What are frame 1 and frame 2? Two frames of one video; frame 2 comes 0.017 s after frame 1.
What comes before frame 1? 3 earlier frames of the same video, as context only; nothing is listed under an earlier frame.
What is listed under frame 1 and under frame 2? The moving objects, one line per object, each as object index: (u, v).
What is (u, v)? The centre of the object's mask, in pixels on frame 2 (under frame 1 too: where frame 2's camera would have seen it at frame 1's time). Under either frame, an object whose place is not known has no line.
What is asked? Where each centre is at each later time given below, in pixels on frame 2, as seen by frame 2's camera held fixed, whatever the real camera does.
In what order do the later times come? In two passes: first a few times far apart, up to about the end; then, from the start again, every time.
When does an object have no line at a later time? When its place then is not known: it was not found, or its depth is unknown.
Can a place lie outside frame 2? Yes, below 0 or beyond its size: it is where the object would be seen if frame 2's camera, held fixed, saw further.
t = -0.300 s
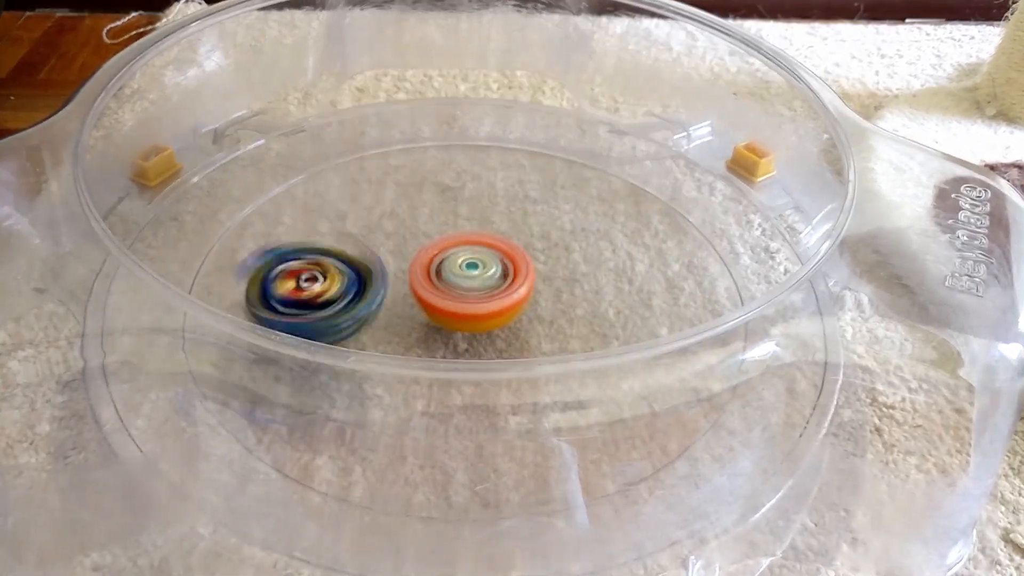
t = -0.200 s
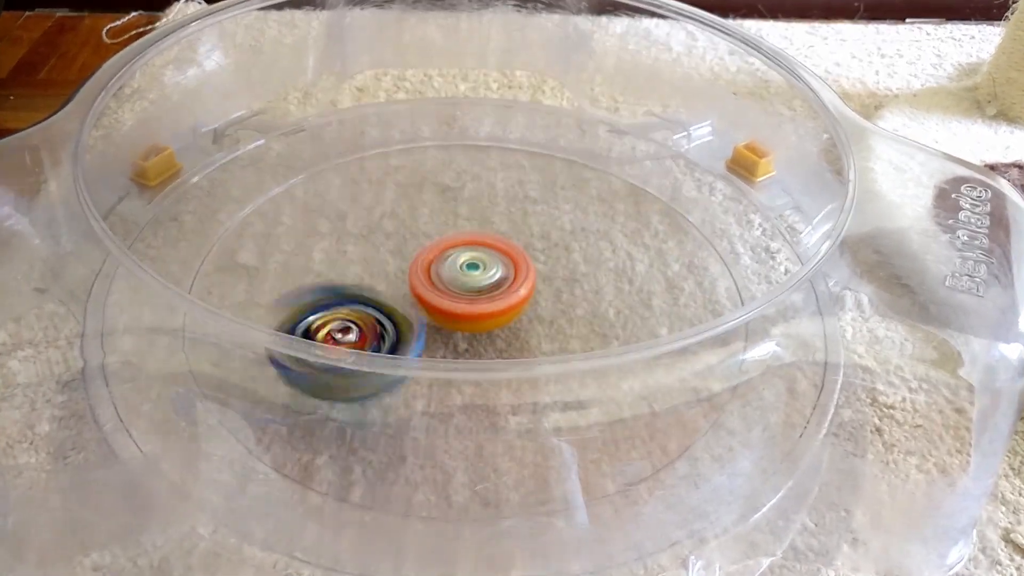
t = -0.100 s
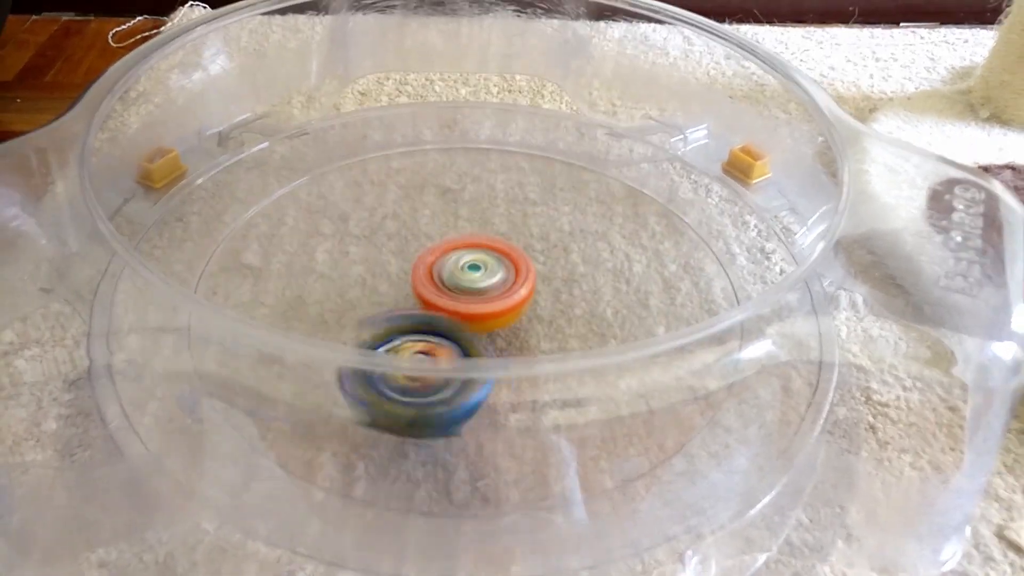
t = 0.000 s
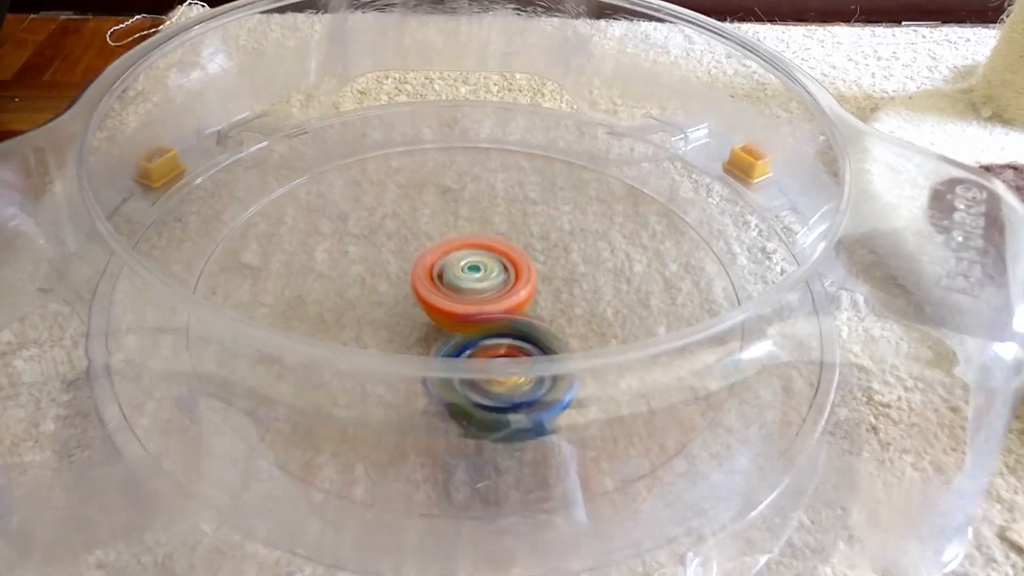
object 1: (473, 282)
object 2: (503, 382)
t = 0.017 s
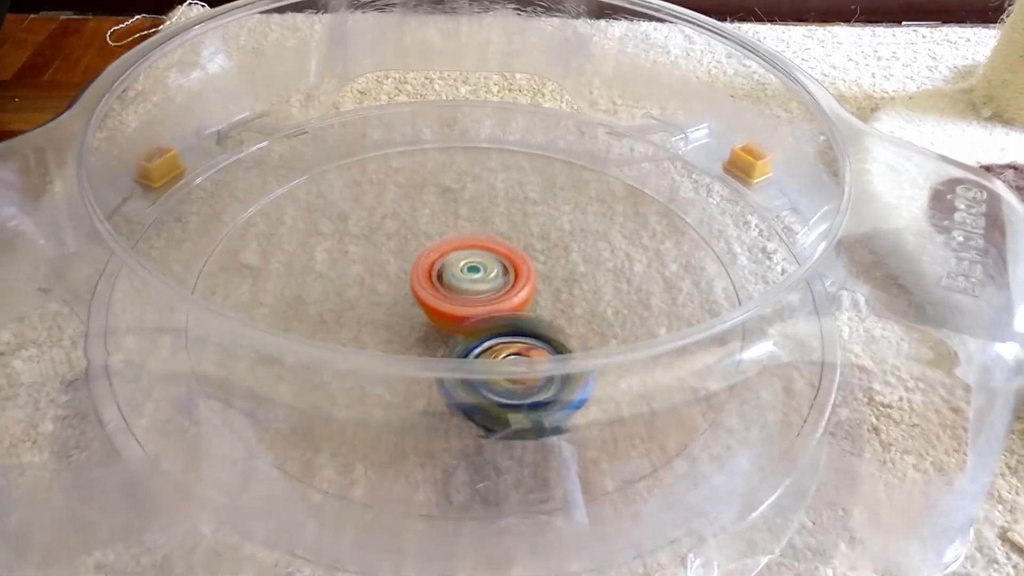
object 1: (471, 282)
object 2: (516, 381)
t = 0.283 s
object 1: (469, 286)
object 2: (610, 285)
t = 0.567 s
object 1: (469, 285)
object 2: (516, 204)
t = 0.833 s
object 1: (464, 292)
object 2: (403, 208)
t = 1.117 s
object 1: (477, 301)
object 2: (386, 228)
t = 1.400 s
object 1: (502, 309)
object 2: (396, 238)
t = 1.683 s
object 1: (515, 309)
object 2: (406, 249)
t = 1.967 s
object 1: (521, 317)
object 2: (410, 249)
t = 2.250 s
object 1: (515, 316)
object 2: (414, 242)
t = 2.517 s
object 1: (509, 321)
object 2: (442, 234)
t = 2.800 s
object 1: (503, 359)
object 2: (484, 219)
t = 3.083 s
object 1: (424, 342)
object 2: (559, 228)
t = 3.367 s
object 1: (433, 303)
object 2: (574, 241)
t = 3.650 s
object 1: (401, 267)
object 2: (568, 261)
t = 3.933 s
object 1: (382, 277)
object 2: (547, 266)
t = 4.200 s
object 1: (395, 287)
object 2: (522, 271)
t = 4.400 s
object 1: (410, 289)
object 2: (514, 264)
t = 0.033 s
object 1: (472, 281)
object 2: (527, 377)
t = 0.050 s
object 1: (470, 282)
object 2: (537, 377)
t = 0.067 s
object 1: (472, 283)
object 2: (547, 357)
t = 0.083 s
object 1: (470, 284)
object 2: (557, 356)
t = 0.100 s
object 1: (471, 285)
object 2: (567, 351)
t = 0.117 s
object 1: (471, 286)
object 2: (576, 348)
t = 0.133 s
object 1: (471, 286)
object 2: (583, 341)
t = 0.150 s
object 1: (470, 285)
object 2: (585, 335)
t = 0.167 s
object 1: (471, 286)
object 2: (592, 318)
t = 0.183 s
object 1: (470, 286)
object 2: (597, 313)
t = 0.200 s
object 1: (470, 286)
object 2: (599, 310)
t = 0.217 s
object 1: (469, 286)
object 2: (604, 307)
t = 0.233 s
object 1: (470, 286)
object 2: (608, 302)
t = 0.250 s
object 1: (470, 286)
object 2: (611, 298)
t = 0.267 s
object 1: (470, 286)
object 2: (610, 291)
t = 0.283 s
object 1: (469, 286)
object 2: (610, 285)
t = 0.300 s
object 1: (470, 286)
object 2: (608, 276)
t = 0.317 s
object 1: (469, 286)
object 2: (607, 271)
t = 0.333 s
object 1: (469, 286)
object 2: (605, 265)
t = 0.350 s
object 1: (469, 286)
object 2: (601, 259)
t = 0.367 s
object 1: (469, 286)
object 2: (596, 251)
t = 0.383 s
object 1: (469, 286)
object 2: (591, 247)
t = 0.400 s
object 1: (469, 286)
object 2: (587, 241)
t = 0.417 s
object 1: (469, 286)
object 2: (585, 234)
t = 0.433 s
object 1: (469, 286)
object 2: (578, 230)
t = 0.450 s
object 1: (470, 286)
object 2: (570, 227)
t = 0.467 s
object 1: (469, 286)
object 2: (563, 221)
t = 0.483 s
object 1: (470, 286)
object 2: (556, 218)
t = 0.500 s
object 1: (469, 286)
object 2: (549, 216)
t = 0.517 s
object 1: (470, 285)
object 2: (543, 210)
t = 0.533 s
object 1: (470, 286)
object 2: (536, 207)
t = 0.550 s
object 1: (470, 285)
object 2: (526, 206)
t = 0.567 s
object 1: (469, 285)
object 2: (516, 204)
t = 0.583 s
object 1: (470, 285)
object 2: (508, 201)
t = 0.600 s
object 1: (469, 285)
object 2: (501, 201)
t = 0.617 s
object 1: (470, 285)
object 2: (493, 199)
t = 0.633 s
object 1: (469, 285)
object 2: (485, 199)
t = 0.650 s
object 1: (469, 285)
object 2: (476, 198)
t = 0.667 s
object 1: (468, 285)
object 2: (468, 198)
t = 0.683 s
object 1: (468, 285)
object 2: (460, 198)
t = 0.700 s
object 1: (467, 286)
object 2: (453, 199)
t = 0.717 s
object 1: (467, 286)
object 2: (446, 198)
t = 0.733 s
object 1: (466, 287)
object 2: (439, 199)
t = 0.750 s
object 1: (465, 287)
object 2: (430, 201)
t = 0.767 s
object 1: (465, 288)
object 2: (425, 203)
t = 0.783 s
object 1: (465, 287)
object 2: (419, 204)
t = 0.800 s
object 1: (464, 288)
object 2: (414, 204)
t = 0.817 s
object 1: (464, 289)
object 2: (408, 205)
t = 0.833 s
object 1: (464, 292)
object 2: (403, 208)
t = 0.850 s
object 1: (464, 293)
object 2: (399, 208)
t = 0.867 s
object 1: (465, 295)
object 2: (395, 210)
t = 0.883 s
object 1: (465, 296)
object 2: (392, 210)
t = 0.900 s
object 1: (466, 297)
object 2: (387, 212)
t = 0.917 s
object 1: (466, 298)
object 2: (385, 214)
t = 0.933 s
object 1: (467, 298)
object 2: (384, 217)
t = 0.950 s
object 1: (467, 298)
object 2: (383, 219)
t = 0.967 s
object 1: (468, 299)
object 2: (383, 219)
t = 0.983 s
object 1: (468, 299)
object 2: (382, 221)
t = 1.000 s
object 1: (470, 299)
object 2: (382, 223)
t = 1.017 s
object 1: (470, 299)
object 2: (383, 224)
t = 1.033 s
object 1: (471, 298)
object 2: (384, 225)
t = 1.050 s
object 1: (471, 298)
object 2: (384, 226)
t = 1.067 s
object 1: (473, 298)
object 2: (382, 228)
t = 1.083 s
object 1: (473, 298)
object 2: (384, 230)
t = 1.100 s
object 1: (476, 299)
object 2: (384, 230)
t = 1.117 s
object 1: (477, 301)
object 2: (386, 228)
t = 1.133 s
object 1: (480, 301)
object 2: (385, 230)
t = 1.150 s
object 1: (481, 303)
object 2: (387, 230)
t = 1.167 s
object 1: (483, 303)
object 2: (390, 230)
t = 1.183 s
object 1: (483, 303)
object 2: (389, 232)
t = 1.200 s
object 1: (485, 303)
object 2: (389, 233)
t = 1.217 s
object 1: (486, 304)
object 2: (390, 235)
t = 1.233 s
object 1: (487, 304)
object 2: (392, 236)
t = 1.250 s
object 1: (488, 304)
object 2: (392, 235)
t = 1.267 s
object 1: (490, 305)
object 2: (390, 236)
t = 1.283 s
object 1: (492, 306)
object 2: (392, 236)
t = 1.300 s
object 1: (493, 306)
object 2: (396, 235)
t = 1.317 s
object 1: (494, 306)
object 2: (395, 237)
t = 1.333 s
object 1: (494, 306)
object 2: (394, 239)
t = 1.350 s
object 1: (495, 306)
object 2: (396, 238)
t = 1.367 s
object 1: (495, 306)
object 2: (398, 241)
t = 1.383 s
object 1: (499, 307)
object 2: (397, 239)
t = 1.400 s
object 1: (502, 309)
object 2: (396, 238)
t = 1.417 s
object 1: (507, 310)
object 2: (396, 237)
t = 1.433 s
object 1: (509, 311)
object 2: (397, 236)
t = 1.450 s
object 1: (512, 312)
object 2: (396, 236)
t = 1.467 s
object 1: (513, 312)
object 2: (398, 238)
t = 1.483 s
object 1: (515, 312)
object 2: (398, 240)
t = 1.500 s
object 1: (515, 312)
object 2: (399, 238)
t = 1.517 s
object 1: (516, 312)
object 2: (400, 241)
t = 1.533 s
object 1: (516, 312)
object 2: (400, 242)
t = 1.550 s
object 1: (516, 312)
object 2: (402, 241)
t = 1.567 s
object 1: (516, 311)
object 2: (403, 244)
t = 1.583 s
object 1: (514, 311)
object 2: (404, 246)
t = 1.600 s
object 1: (514, 310)
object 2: (405, 247)
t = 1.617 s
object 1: (513, 310)
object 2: (406, 249)
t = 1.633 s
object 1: (513, 309)
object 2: (408, 250)
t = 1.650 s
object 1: (513, 309)
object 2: (409, 250)
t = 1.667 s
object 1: (514, 309)
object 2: (408, 251)
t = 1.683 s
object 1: (515, 309)
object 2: (406, 249)
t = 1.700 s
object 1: (514, 309)
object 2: (407, 248)
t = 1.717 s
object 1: (515, 309)
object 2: (410, 248)
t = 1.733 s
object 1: (515, 309)
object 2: (410, 249)
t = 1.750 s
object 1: (516, 309)
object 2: (411, 251)
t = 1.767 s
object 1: (516, 310)
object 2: (412, 251)
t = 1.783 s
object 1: (518, 311)
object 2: (412, 249)
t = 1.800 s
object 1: (518, 311)
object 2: (412, 250)
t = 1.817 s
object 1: (518, 311)
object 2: (413, 251)
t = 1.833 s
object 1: (518, 312)
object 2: (413, 252)
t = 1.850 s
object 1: (517, 312)
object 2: (413, 252)
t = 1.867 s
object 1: (517, 311)
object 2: (413, 253)
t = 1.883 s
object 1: (517, 313)
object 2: (412, 251)
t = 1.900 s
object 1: (520, 314)
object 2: (409, 250)
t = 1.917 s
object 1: (521, 315)
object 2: (409, 249)
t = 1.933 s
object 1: (522, 316)
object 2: (409, 247)
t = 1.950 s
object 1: (522, 316)
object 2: (409, 247)
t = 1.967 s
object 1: (521, 317)
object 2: (410, 249)
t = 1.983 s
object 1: (521, 316)
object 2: (409, 247)
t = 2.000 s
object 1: (519, 317)
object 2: (409, 249)
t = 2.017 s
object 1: (519, 317)
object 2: (411, 249)
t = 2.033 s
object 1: (516, 316)
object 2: (410, 248)
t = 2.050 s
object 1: (515, 316)
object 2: (410, 251)
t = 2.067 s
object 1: (513, 316)
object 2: (411, 251)
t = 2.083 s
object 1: (511, 316)
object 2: (410, 250)
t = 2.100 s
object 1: (514, 316)
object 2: (410, 249)
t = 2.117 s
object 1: (516, 317)
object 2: (408, 246)
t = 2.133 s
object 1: (518, 317)
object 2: (406, 244)
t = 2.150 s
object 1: (518, 317)
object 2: (406, 243)
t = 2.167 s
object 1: (519, 317)
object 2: (407, 242)
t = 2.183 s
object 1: (519, 318)
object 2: (409, 241)
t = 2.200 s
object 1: (518, 317)
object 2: (410, 242)
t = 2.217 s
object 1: (517, 317)
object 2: (410, 241)
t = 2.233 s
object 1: (516, 317)
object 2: (411, 242)
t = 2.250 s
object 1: (515, 316)
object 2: (414, 242)
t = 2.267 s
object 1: (514, 316)
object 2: (416, 241)
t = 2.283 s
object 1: (511, 315)
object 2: (417, 243)
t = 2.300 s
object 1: (510, 314)
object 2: (418, 240)
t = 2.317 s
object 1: (509, 314)
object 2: (420, 243)
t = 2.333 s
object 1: (512, 315)
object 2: (422, 238)
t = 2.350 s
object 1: (514, 318)
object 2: (422, 235)
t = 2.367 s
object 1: (515, 319)
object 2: (423, 233)
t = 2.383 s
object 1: (516, 320)
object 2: (423, 231)
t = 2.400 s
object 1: (516, 321)
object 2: (426, 230)
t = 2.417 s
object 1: (516, 322)
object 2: (426, 230)
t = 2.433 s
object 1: (515, 322)
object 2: (429, 231)
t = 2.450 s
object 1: (515, 323)
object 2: (430, 230)
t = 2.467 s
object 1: (514, 322)
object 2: (433, 231)
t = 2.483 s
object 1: (511, 322)
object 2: (434, 232)
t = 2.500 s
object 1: (511, 322)
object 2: (437, 233)
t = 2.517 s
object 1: (509, 321)
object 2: (442, 234)
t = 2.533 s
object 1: (507, 321)
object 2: (445, 235)
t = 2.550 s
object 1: (505, 320)
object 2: (448, 237)
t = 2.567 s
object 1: (503, 319)
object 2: (452, 237)
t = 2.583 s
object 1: (504, 323)
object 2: (457, 234)
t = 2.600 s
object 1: (506, 326)
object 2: (458, 227)
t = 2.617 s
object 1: (508, 341)
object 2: (461, 221)
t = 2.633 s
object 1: (509, 347)
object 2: (463, 217)
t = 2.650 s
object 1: (511, 355)
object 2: (468, 215)
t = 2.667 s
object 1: (513, 358)
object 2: (469, 213)
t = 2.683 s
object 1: (512, 359)
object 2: (472, 212)
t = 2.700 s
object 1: (511, 358)
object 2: (473, 212)
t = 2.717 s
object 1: (509, 359)
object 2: (475, 213)
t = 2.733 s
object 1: (510, 359)
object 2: (476, 213)
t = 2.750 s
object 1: (508, 359)
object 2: (480, 213)
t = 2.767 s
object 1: (506, 359)
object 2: (482, 215)
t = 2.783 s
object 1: (504, 359)
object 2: (483, 216)
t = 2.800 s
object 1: (503, 359)
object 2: (484, 219)
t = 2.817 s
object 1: (500, 356)
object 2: (486, 220)
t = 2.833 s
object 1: (497, 354)
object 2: (488, 223)
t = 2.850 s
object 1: (496, 350)
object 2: (491, 225)
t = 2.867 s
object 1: (494, 346)
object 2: (492, 229)
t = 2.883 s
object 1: (492, 344)
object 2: (495, 232)
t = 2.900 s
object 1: (489, 332)
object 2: (497, 235)
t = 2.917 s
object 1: (487, 331)
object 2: (499, 238)
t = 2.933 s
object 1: (486, 330)
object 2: (501, 242)
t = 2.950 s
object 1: (483, 328)
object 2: (503, 245)
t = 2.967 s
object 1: (481, 327)
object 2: (506, 249)
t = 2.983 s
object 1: (479, 327)
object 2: (510, 249)
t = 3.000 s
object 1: (466, 330)
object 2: (519, 246)
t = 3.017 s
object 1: (459, 328)
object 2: (531, 244)
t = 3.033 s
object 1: (448, 329)
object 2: (542, 243)
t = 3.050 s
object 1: (440, 342)
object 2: (549, 240)
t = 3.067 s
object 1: (431, 343)
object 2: (553, 233)
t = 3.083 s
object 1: (424, 342)
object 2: (559, 228)
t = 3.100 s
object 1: (418, 342)
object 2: (565, 225)
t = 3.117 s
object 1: (413, 341)
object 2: (571, 223)
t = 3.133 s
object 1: (411, 340)
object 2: (577, 223)
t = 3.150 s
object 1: (409, 337)
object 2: (581, 223)
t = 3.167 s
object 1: (408, 325)
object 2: (585, 222)
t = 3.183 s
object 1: (408, 325)
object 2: (587, 223)
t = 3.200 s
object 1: (408, 323)
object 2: (587, 224)
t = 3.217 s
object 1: (410, 321)
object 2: (588, 225)
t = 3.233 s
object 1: (410, 320)
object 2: (587, 226)
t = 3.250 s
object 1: (412, 319)
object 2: (586, 227)
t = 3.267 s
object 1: (415, 316)
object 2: (585, 228)
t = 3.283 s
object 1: (417, 314)
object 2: (584, 228)
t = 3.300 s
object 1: (420, 313)
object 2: (584, 230)
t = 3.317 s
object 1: (423, 310)
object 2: (583, 233)
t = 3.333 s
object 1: (425, 307)
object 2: (581, 235)
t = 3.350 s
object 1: (429, 306)
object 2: (579, 238)
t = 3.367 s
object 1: (433, 303)
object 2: (574, 241)
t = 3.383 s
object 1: (436, 299)
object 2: (570, 244)
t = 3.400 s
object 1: (440, 296)
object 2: (567, 246)
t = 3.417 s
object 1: (445, 293)
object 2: (560, 250)
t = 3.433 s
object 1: (448, 288)
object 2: (555, 251)
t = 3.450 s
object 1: (442, 288)
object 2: (560, 251)
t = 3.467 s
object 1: (431, 284)
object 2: (567, 250)
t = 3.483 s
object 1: (422, 279)
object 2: (575, 248)
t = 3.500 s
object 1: (416, 278)
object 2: (581, 250)
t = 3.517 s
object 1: (408, 275)
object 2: (584, 252)
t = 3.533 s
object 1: (404, 273)
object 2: (584, 253)
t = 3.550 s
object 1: (400, 270)
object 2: (582, 255)
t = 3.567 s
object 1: (399, 270)
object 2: (579, 256)
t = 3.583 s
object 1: (398, 268)
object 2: (576, 257)
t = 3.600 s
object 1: (397, 267)
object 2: (573, 257)
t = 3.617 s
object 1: (399, 267)
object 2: (571, 258)
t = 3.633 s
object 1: (400, 266)
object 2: (570, 259)
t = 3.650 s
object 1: (401, 267)
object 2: (568, 261)
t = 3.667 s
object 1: (403, 266)
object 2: (567, 263)
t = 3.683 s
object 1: (405, 267)
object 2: (566, 265)
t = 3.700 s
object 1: (408, 267)
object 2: (562, 267)
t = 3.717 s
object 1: (409, 268)
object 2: (557, 268)
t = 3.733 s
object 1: (412, 269)
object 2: (554, 270)
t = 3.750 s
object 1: (413, 270)
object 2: (551, 271)
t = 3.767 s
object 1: (415, 272)
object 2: (546, 272)
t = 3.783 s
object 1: (416, 272)
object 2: (540, 272)
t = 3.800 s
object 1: (416, 275)
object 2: (535, 272)
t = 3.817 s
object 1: (416, 275)
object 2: (534, 271)
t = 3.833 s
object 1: (416, 277)
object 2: (532, 269)
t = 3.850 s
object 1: (409, 277)
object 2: (537, 269)
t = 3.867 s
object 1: (402, 275)
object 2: (541, 267)
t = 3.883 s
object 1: (395, 275)
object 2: (545, 265)
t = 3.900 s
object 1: (389, 278)
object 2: (548, 266)
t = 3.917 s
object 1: (386, 276)
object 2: (548, 265)
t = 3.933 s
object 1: (382, 277)
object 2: (547, 266)
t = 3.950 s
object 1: (380, 277)
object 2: (545, 266)
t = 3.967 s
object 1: (377, 278)
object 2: (542, 267)
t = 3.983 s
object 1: (376, 280)
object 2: (538, 267)
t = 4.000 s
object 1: (376, 280)
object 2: (535, 266)
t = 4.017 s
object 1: (376, 281)
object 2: (531, 266)
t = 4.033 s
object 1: (376, 281)
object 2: (529, 265)
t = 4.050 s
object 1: (378, 282)
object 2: (528, 264)
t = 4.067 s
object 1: (379, 283)
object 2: (528, 264)
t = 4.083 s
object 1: (380, 283)
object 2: (528, 265)
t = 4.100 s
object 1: (380, 284)
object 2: (527, 266)
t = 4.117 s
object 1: (384, 284)
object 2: (527, 267)
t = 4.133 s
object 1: (385, 285)
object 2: (526, 269)
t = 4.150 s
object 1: (387, 285)
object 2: (526, 269)
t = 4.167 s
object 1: (389, 285)
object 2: (525, 270)
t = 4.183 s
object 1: (392, 286)
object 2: (523, 271)
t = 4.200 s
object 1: (395, 287)
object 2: (522, 271)
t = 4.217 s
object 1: (396, 287)
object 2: (519, 272)
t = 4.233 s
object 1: (395, 287)
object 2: (518, 271)
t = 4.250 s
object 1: (395, 287)
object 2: (517, 270)
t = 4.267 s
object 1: (397, 288)
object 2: (516, 271)
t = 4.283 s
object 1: (398, 288)
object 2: (517, 270)
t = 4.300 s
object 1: (398, 287)
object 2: (517, 269)
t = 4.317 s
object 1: (401, 288)
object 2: (517, 269)
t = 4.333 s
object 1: (403, 288)
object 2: (516, 268)
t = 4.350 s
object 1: (405, 289)
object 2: (516, 268)
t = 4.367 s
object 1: (406, 288)
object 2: (515, 267)
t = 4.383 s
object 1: (409, 289)
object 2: (513, 265)
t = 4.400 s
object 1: (410, 289)
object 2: (514, 264)
